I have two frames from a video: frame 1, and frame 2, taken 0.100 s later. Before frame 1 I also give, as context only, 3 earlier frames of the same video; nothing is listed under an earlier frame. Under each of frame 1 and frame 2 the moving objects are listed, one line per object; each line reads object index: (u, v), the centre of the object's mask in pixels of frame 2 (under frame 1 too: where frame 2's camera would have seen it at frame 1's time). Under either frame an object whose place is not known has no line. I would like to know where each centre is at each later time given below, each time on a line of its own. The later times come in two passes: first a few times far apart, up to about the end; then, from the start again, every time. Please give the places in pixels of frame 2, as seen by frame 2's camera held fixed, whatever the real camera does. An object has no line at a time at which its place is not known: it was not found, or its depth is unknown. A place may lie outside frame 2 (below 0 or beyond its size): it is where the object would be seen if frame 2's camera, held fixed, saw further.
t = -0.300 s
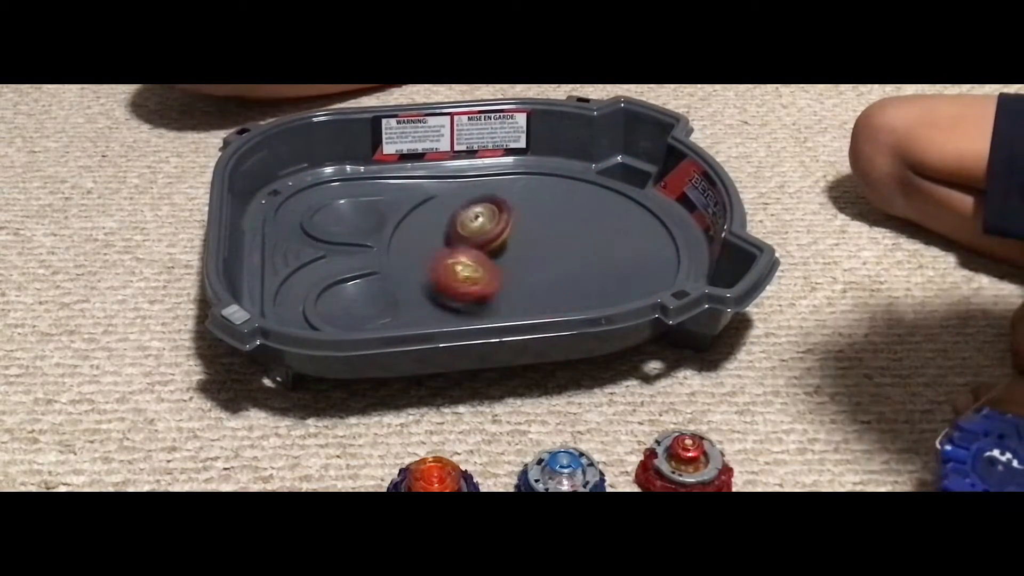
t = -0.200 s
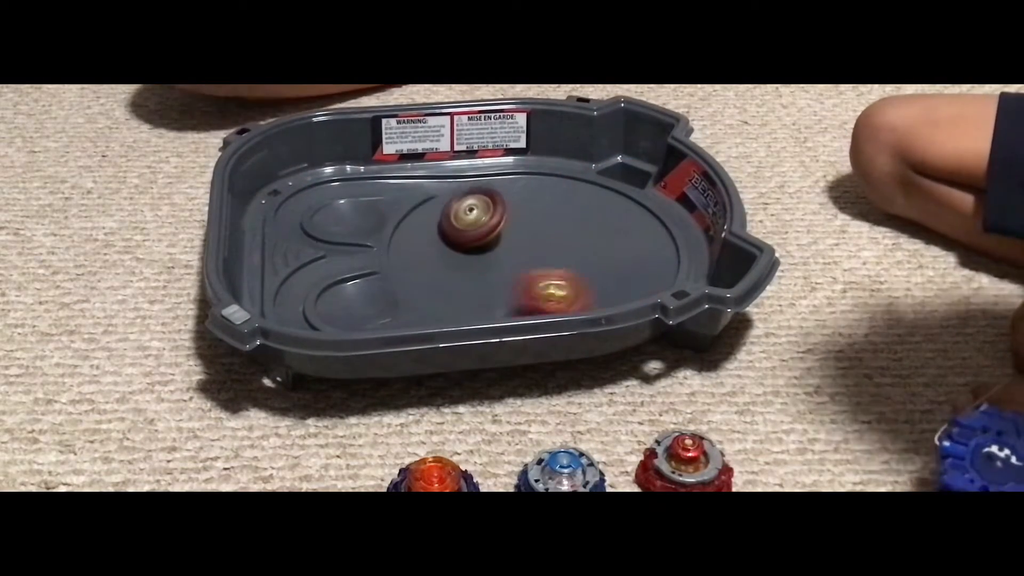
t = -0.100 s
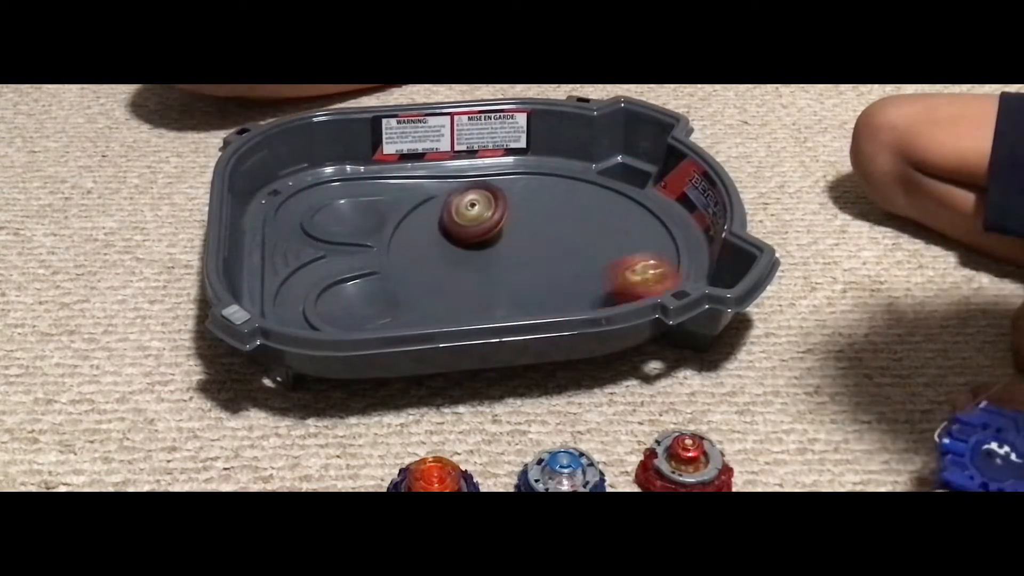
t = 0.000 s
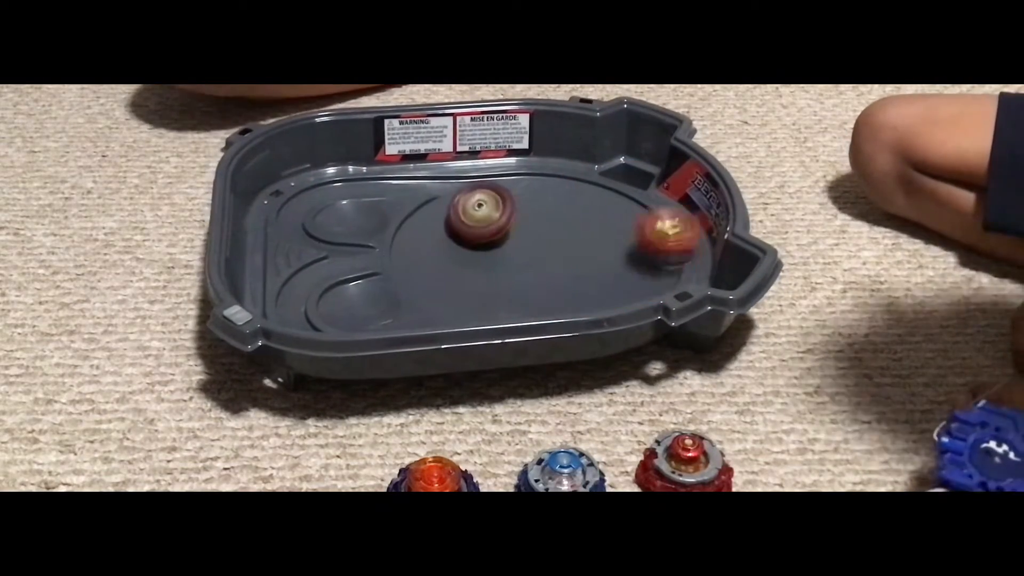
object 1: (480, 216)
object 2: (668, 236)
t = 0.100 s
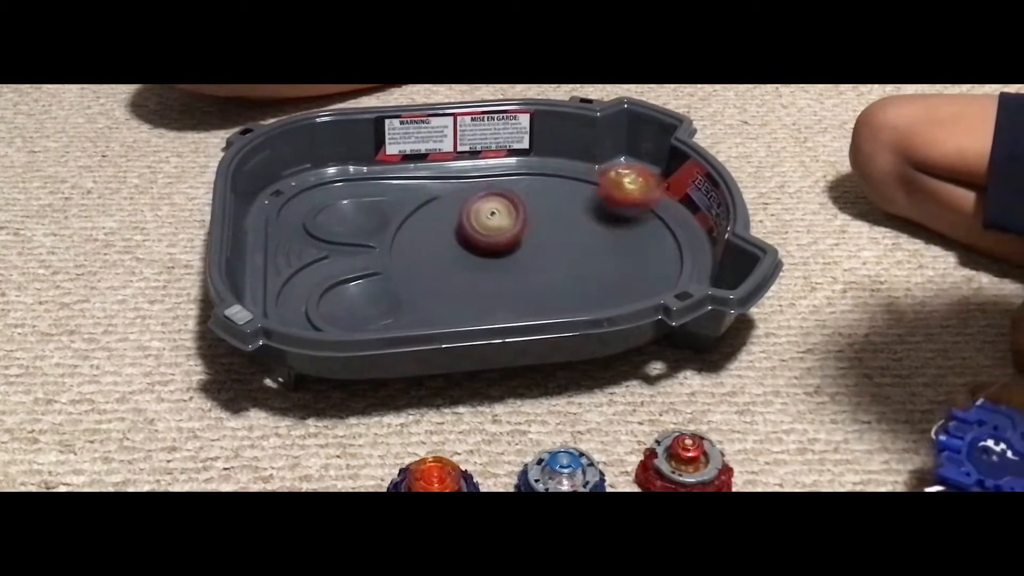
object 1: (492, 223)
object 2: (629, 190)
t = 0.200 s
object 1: (505, 235)
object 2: (553, 168)
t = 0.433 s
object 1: (525, 263)
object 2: (406, 218)
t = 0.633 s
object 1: (504, 266)
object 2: (514, 301)
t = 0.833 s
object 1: (489, 279)
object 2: (666, 256)
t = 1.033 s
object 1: (500, 276)
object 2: (597, 176)
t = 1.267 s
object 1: (536, 263)
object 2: (429, 195)
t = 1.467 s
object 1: (568, 253)
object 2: (439, 289)
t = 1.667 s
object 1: (582, 250)
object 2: (613, 292)
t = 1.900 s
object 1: (564, 247)
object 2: (650, 209)
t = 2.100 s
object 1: (537, 247)
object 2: (525, 168)
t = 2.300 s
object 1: (522, 237)
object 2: (408, 211)
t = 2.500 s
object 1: (512, 227)
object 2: (480, 297)
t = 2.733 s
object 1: (501, 223)
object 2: (657, 269)
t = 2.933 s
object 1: (494, 236)
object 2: (633, 195)
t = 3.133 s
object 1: (491, 254)
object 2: (502, 175)
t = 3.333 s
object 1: (495, 267)
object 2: (405, 228)
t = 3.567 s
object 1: (506, 264)
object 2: (506, 302)
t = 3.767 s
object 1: (527, 267)
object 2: (648, 277)
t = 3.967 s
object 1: (555, 263)
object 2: (640, 201)
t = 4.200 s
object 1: (576, 254)
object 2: (492, 171)
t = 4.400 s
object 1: (562, 244)
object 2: (409, 225)
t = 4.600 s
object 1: (541, 239)
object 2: (487, 297)
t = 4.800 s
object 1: (527, 233)
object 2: (634, 284)
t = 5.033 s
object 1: (511, 231)
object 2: (646, 210)
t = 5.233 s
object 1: (502, 235)
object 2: (533, 176)
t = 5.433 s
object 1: (502, 248)
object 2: (415, 210)
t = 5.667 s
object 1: (500, 259)
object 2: (448, 293)
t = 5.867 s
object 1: (501, 265)
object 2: (590, 296)
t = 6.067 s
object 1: (519, 266)
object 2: (656, 242)
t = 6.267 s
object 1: (541, 264)
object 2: (584, 180)
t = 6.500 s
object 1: (557, 256)
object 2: (445, 184)
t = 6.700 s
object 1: (555, 246)
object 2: (407, 253)
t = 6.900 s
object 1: (541, 241)
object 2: (502, 301)
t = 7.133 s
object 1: (520, 236)
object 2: (642, 273)
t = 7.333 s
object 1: (507, 235)
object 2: (630, 208)
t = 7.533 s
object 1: (500, 240)
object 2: (529, 175)
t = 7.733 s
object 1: (504, 250)
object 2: (422, 201)
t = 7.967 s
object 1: (512, 261)
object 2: (430, 281)
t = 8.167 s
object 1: (514, 263)
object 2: (558, 298)
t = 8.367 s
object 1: (529, 261)
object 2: (648, 264)
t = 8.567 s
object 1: (543, 256)
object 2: (622, 198)
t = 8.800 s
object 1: (547, 250)
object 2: (499, 180)
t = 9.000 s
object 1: (537, 245)
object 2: (416, 222)
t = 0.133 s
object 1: (496, 227)
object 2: (606, 179)
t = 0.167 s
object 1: (501, 231)
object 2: (580, 172)
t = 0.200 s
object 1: (505, 235)
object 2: (553, 168)
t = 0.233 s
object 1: (510, 239)
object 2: (525, 167)
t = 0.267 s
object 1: (514, 244)
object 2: (494, 170)
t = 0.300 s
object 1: (519, 247)
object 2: (466, 175)
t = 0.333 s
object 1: (521, 253)
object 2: (441, 181)
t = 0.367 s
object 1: (524, 255)
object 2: (425, 187)
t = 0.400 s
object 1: (525, 261)
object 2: (410, 205)
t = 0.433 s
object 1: (525, 263)
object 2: (406, 218)
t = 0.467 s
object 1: (523, 266)
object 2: (407, 241)
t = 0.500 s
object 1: (522, 268)
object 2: (417, 258)
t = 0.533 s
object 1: (518, 271)
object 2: (434, 277)
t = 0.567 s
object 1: (517, 272)
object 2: (457, 289)
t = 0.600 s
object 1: (516, 267)
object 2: (484, 298)
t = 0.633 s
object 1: (504, 266)
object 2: (514, 301)
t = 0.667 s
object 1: (499, 273)
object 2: (549, 301)
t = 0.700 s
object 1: (498, 278)
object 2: (586, 299)
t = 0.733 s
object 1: (496, 278)
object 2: (615, 292)
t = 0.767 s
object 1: (493, 278)
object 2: (639, 282)
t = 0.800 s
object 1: (491, 279)
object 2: (654, 271)
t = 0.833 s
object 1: (489, 279)
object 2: (666, 256)
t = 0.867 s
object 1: (489, 279)
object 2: (666, 238)
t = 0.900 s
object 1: (489, 279)
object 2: (662, 224)
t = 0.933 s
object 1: (490, 279)
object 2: (650, 210)
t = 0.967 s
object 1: (493, 278)
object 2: (638, 195)
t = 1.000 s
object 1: (496, 277)
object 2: (619, 185)
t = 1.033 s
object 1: (500, 276)
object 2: (597, 176)
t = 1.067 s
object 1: (503, 274)
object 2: (572, 170)
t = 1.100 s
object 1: (508, 273)
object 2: (546, 168)
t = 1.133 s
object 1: (513, 271)
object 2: (519, 169)
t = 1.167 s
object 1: (518, 269)
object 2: (492, 172)
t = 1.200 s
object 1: (524, 267)
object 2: (467, 176)
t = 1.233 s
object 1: (530, 265)
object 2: (444, 182)
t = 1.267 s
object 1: (536, 263)
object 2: (429, 195)
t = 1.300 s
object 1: (542, 260)
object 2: (414, 211)
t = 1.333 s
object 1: (547, 259)
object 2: (407, 223)
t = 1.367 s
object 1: (553, 256)
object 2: (405, 238)
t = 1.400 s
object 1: (559, 255)
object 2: (409, 257)
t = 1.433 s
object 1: (564, 254)
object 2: (419, 273)
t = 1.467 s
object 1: (568, 253)
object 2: (439, 289)
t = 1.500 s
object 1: (573, 252)
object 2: (464, 298)
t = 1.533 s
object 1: (576, 253)
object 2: (494, 302)
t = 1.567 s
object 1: (579, 252)
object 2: (527, 303)
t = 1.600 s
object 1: (581, 251)
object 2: (557, 303)
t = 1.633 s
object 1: (581, 250)
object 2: (587, 298)
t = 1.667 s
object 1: (582, 250)
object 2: (613, 292)
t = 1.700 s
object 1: (581, 248)
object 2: (634, 284)
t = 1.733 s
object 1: (580, 249)
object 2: (651, 275)
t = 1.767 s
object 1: (578, 249)
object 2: (661, 264)
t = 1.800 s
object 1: (576, 248)
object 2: (667, 252)
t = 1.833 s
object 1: (572, 247)
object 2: (666, 237)
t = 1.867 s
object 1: (568, 248)
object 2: (661, 223)
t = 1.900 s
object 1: (564, 247)
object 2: (650, 209)
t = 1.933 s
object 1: (559, 248)
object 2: (636, 195)
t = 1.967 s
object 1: (554, 248)
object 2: (619, 185)
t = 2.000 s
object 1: (549, 248)
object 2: (596, 178)
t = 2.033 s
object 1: (545, 248)
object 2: (574, 171)
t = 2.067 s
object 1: (541, 247)
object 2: (549, 168)
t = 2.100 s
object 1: (537, 247)
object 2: (525, 168)
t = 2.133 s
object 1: (534, 245)
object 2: (497, 170)
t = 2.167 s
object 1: (531, 244)
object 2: (472, 173)
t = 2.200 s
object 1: (529, 242)
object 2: (448, 179)
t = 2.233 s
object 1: (526, 241)
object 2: (432, 184)
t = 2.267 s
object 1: (524, 239)
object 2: (417, 197)
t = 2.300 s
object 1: (522, 237)
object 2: (408, 211)
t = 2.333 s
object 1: (521, 235)
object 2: (405, 226)
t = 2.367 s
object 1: (519, 233)
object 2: (409, 244)
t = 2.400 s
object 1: (517, 232)
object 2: (418, 261)
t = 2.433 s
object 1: (516, 230)
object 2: (435, 277)
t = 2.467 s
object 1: (514, 228)
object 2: (455, 291)
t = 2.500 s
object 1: (512, 227)
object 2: (480, 297)
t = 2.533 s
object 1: (510, 225)
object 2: (509, 301)
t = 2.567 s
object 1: (508, 224)
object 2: (539, 301)
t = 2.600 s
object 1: (506, 224)
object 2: (571, 300)
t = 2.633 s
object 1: (505, 223)
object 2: (599, 296)
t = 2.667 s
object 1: (503, 223)
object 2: (622, 288)
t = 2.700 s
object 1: (502, 223)
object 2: (643, 280)
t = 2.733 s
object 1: (501, 223)
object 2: (657, 269)
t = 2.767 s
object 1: (499, 225)
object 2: (666, 257)
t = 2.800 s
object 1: (498, 227)
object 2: (667, 244)
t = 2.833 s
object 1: (497, 229)
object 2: (665, 230)
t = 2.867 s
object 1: (495, 231)
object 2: (659, 216)
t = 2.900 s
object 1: (494, 234)
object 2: (647, 206)
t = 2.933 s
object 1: (494, 236)
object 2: (633, 195)
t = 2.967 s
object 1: (493, 240)
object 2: (616, 186)
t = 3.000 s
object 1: (492, 242)
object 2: (595, 180)
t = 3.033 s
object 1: (492, 246)
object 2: (574, 174)
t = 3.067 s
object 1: (491, 248)
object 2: (550, 172)
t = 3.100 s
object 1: (491, 251)
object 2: (527, 172)
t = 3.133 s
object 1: (491, 254)
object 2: (502, 175)
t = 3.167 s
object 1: (492, 256)
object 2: (480, 178)
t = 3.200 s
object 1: (492, 259)
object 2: (458, 183)
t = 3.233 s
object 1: (493, 261)
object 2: (439, 192)
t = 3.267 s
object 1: (494, 263)
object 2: (421, 203)
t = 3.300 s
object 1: (494, 265)
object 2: (410, 214)
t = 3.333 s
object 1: (495, 267)
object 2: (405, 228)
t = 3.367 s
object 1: (496, 268)
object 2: (402, 243)
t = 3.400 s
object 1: (497, 269)
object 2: (407, 260)
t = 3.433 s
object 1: (498, 270)
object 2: (416, 273)
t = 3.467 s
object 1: (501, 270)
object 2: (433, 286)
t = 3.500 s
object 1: (504, 271)
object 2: (454, 295)
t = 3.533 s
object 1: (507, 267)
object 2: (482, 299)
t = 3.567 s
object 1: (506, 264)
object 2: (506, 302)
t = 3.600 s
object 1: (506, 267)
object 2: (534, 302)
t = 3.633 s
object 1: (511, 269)
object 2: (562, 301)
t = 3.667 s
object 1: (515, 270)
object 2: (591, 297)
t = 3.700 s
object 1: (519, 268)
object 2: (616, 292)
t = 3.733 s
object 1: (524, 268)
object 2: (633, 284)
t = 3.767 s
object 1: (527, 267)
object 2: (648, 277)
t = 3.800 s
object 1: (531, 268)
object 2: (659, 265)
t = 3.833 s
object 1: (536, 267)
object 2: (663, 250)
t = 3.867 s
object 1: (541, 266)
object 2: (665, 237)
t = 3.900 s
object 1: (546, 266)
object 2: (662, 224)
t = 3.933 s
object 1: (551, 264)
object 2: (653, 212)
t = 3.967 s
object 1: (555, 263)
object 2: (640, 201)
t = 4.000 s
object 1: (559, 264)
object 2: (625, 190)
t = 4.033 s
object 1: (564, 261)
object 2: (605, 182)
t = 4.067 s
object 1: (567, 260)
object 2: (584, 175)
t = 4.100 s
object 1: (570, 260)
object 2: (562, 170)
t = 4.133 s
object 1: (573, 258)
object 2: (540, 169)
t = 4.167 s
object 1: (575, 257)
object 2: (517, 169)
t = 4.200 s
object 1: (576, 254)
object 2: (492, 171)
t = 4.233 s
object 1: (576, 252)
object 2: (469, 175)
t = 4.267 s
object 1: (574, 252)
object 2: (448, 180)
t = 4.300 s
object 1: (572, 249)
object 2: (433, 186)
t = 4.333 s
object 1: (569, 247)
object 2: (420, 199)
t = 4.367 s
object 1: (566, 246)
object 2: (412, 214)
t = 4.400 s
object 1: (562, 244)
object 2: (409, 225)
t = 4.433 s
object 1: (557, 245)
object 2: (410, 241)
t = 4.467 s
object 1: (553, 244)
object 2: (417, 259)
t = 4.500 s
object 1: (550, 243)
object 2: (428, 271)
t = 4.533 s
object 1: (547, 242)
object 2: (444, 285)
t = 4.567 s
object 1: (544, 241)
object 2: (465, 293)
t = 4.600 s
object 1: (541, 239)
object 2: (487, 297)
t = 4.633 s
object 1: (538, 238)
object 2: (515, 300)
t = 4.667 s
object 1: (536, 237)
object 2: (541, 301)
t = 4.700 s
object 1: (534, 236)
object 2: (569, 299)
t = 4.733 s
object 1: (531, 235)
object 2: (593, 296)
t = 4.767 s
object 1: (529, 234)
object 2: (616, 291)
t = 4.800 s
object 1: (527, 233)
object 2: (634, 284)
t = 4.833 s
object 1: (525, 233)
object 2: (650, 276)
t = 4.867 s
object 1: (523, 232)
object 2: (659, 266)
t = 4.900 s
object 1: (520, 231)
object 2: (666, 253)
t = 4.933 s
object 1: (518, 231)
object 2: (666, 244)
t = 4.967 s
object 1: (515, 230)
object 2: (664, 232)
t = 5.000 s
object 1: (513, 230)
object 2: (657, 220)
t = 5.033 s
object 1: (511, 231)
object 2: (646, 210)
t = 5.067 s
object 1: (508, 231)
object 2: (631, 200)
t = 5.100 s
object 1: (506, 231)
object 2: (615, 192)
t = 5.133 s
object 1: (505, 232)
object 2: (596, 185)
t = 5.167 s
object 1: (503, 233)
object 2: (575, 180)
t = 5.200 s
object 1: (502, 234)
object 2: (554, 178)
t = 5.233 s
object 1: (502, 235)
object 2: (533, 176)
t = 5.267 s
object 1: (501, 237)
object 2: (509, 178)
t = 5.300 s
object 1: (501, 239)
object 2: (487, 183)
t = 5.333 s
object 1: (501, 241)
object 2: (465, 187)
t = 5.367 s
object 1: (501, 244)
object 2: (446, 194)
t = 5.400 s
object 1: (501, 246)
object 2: (429, 202)
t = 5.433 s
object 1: (502, 248)
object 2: (415, 210)
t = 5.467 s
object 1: (502, 250)
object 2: (406, 221)
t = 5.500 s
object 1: (502, 252)
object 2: (401, 233)
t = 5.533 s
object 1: (502, 254)
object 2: (403, 248)
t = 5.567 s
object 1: (501, 256)
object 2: (408, 261)
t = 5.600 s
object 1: (501, 258)
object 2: (417, 274)
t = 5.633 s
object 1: (500, 259)
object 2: (431, 286)
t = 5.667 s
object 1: (500, 259)
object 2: (448, 293)
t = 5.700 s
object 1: (500, 259)
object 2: (469, 298)
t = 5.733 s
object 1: (499, 258)
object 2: (492, 302)
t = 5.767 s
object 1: (497, 260)
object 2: (516, 302)
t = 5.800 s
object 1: (498, 263)
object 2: (541, 302)
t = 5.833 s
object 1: (499, 264)
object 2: (568, 299)
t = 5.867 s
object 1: (501, 265)
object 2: (590, 296)
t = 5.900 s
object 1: (503, 265)
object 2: (609, 291)
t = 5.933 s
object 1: (506, 266)
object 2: (628, 283)
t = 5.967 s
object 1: (508, 266)
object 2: (641, 275)
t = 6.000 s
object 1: (512, 266)
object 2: (648, 268)
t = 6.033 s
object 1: (515, 266)
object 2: (655, 257)
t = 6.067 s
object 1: (519, 266)
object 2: (656, 242)
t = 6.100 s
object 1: (523, 266)
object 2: (648, 230)
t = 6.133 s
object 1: (526, 266)
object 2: (641, 218)
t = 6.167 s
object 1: (530, 266)
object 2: (631, 207)
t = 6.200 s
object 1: (534, 265)
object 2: (619, 195)
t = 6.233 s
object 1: (538, 265)
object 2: (601, 187)
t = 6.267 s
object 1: (541, 264)
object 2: (584, 180)
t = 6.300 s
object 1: (544, 263)
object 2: (563, 176)
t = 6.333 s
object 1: (548, 262)
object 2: (544, 173)
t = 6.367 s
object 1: (550, 261)
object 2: (525, 173)
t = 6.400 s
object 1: (553, 260)
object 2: (503, 174)
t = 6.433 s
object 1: (554, 258)
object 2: (483, 175)
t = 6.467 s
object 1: (556, 257)
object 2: (463, 179)
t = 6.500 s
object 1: (557, 256)
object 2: (445, 184)
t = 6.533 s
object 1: (557, 254)
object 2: (432, 196)
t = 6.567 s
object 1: (557, 253)
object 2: (421, 206)
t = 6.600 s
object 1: (557, 250)
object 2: (411, 217)
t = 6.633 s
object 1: (557, 249)
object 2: (407, 227)
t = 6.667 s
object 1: (556, 247)
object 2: (404, 241)
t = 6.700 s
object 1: (555, 246)
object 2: (407, 253)
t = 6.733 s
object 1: (553, 245)
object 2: (413, 265)
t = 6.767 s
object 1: (551, 244)
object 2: (424, 277)
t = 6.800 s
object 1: (549, 243)
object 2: (440, 289)
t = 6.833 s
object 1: (547, 242)
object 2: (457, 295)
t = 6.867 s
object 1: (544, 241)
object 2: (478, 299)
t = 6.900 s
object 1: (541, 241)
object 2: (502, 301)
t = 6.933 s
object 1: (538, 240)
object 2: (525, 302)
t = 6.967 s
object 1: (534, 240)
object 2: (551, 300)
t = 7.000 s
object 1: (531, 239)
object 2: (574, 298)
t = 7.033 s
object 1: (528, 238)
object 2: (596, 294)
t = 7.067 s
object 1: (525, 238)
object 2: (615, 289)
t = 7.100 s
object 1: (522, 237)
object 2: (632, 281)
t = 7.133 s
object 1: (520, 236)
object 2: (642, 273)
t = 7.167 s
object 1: (518, 236)
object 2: (650, 266)
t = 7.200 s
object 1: (516, 235)
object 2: (655, 254)
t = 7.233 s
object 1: (514, 235)
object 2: (654, 242)
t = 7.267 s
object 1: (511, 235)
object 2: (650, 230)
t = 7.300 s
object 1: (509, 235)
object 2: (642, 217)
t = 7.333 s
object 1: (507, 235)
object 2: (630, 208)
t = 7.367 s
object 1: (505, 235)
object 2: (619, 198)
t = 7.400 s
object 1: (504, 236)
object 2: (602, 190)
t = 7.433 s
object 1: (503, 237)
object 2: (585, 184)
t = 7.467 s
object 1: (502, 237)
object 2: (566, 179)
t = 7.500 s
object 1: (501, 238)
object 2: (547, 175)
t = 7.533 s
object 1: (500, 240)
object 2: (529, 175)
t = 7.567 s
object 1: (500, 241)
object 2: (506, 174)
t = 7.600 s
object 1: (500, 243)
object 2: (488, 177)
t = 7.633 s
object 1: (501, 245)
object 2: (468, 181)
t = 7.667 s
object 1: (502, 247)
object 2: (450, 186)
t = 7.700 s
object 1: (503, 249)
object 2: (435, 194)
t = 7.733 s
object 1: (504, 250)
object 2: (422, 201)
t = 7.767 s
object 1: (505, 252)
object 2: (411, 211)
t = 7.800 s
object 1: (507, 254)
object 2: (406, 222)
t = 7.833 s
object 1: (508, 255)
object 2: (403, 233)
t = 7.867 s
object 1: (510, 257)
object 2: (404, 246)
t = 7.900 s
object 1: (511, 258)
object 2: (409, 258)
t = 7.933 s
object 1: (511, 260)
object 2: (417, 271)
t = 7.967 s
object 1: (512, 261)
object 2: (430, 281)
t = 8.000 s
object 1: (512, 262)
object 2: (447, 290)
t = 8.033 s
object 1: (514, 262)
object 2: (467, 295)
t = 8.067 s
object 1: (515, 262)
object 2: (488, 299)
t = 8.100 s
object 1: (513, 261)
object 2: (509, 300)
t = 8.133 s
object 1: (512, 262)
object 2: (535, 300)
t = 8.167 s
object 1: (514, 263)
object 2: (558, 298)
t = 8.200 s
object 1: (517, 263)
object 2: (579, 296)
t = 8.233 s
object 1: (519, 262)
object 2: (601, 291)
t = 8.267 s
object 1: (522, 262)
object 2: (616, 286)
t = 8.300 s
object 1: (524, 262)
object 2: (632, 279)
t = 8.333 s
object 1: (527, 262)
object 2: (641, 273)
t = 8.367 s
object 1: (529, 261)
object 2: (648, 264)
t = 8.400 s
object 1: (532, 260)
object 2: (654, 251)
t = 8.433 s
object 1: (535, 259)
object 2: (654, 239)
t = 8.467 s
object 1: (538, 258)
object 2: (650, 229)
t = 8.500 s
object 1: (540, 258)
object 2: (644, 219)
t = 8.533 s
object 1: (541, 258)
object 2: (634, 210)
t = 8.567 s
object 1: (543, 256)
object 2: (622, 198)
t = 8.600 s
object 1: (545, 256)
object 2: (607, 192)
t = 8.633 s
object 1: (545, 255)
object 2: (592, 185)
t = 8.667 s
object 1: (547, 254)
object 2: (574, 181)
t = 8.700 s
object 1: (547, 254)
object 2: (554, 178)
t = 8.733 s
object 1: (547, 252)
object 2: (538, 177)
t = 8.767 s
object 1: (547, 251)
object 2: (518, 178)
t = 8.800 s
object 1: (547, 250)
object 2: (499, 180)
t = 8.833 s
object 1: (546, 249)
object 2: (481, 184)
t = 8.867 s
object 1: (545, 248)
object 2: (463, 189)
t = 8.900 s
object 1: (543, 248)
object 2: (448, 195)
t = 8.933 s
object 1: (541, 247)
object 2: (434, 203)
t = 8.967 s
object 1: (539, 246)
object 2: (424, 212)
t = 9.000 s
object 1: (537, 245)
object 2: (416, 222)
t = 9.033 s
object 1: (535, 244)
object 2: (412, 232)
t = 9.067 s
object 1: (532, 244)
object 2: (412, 244)
